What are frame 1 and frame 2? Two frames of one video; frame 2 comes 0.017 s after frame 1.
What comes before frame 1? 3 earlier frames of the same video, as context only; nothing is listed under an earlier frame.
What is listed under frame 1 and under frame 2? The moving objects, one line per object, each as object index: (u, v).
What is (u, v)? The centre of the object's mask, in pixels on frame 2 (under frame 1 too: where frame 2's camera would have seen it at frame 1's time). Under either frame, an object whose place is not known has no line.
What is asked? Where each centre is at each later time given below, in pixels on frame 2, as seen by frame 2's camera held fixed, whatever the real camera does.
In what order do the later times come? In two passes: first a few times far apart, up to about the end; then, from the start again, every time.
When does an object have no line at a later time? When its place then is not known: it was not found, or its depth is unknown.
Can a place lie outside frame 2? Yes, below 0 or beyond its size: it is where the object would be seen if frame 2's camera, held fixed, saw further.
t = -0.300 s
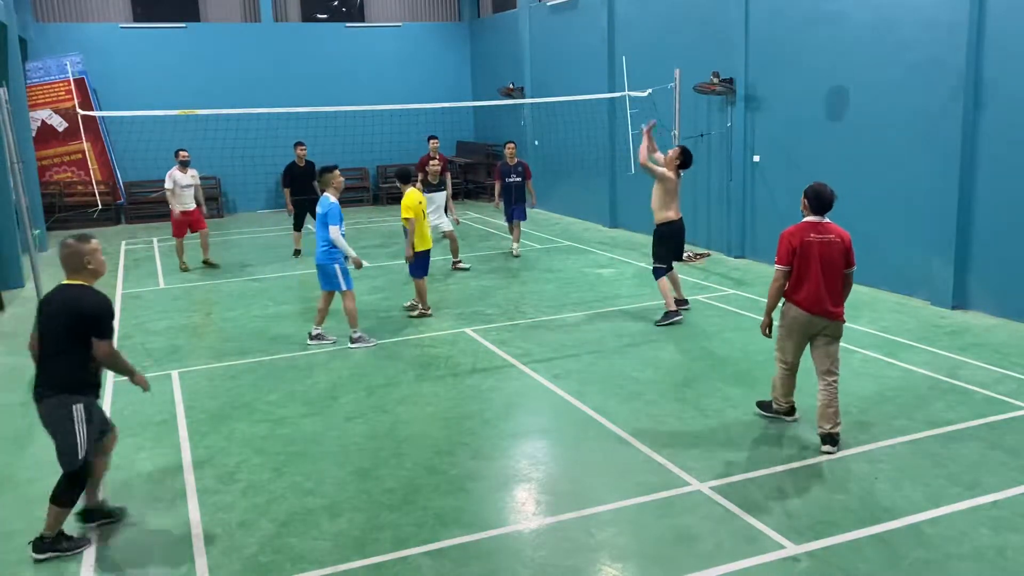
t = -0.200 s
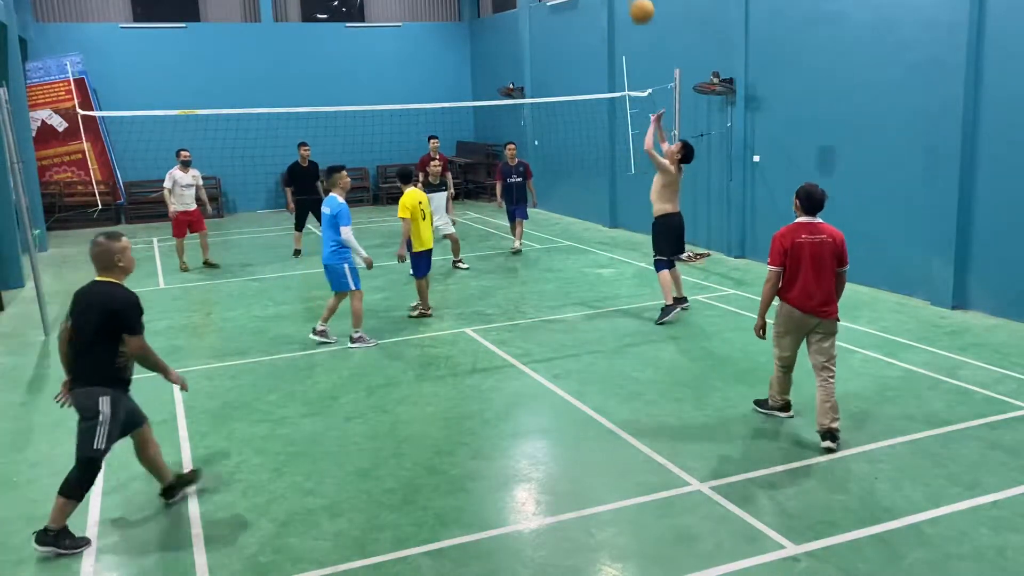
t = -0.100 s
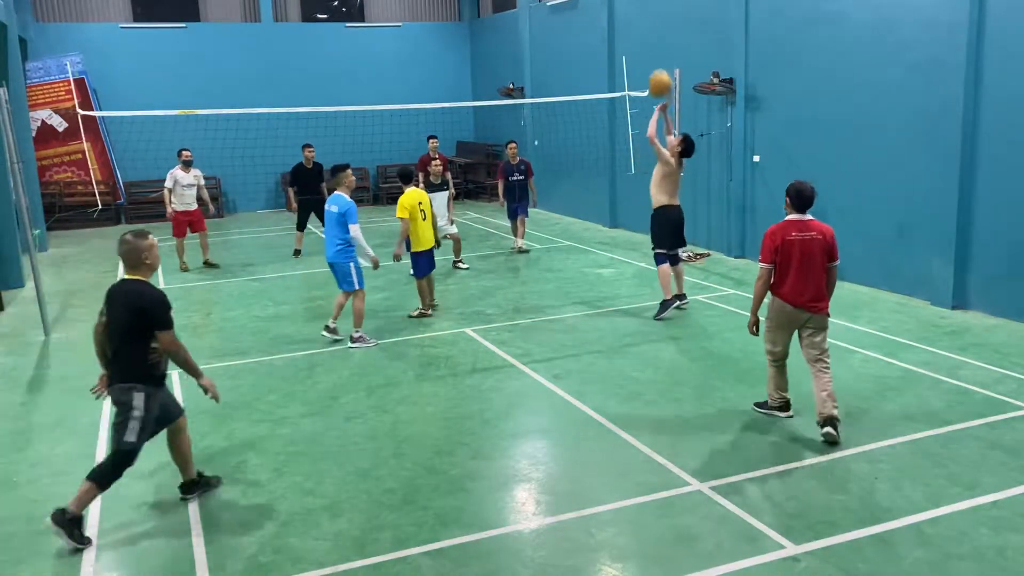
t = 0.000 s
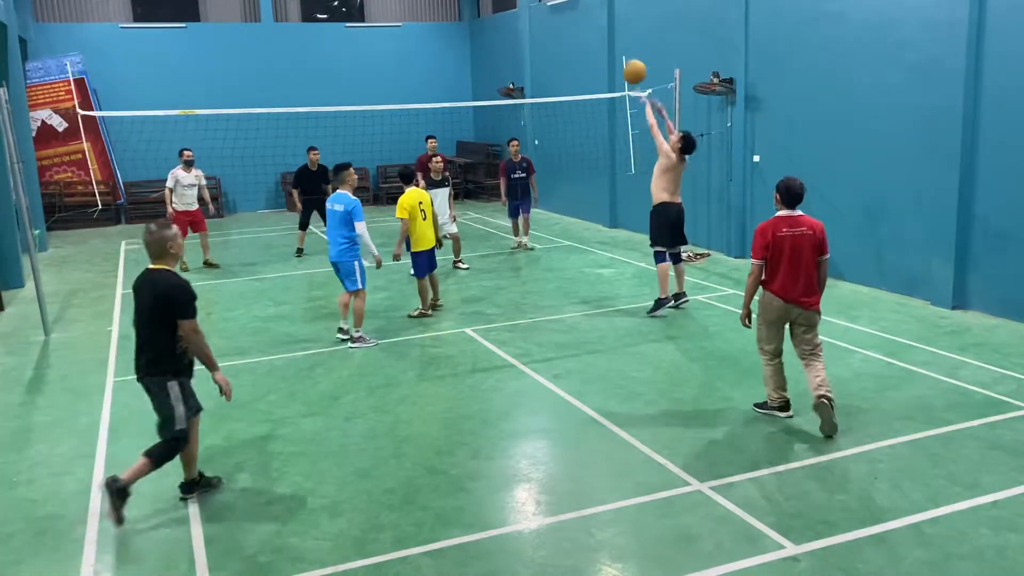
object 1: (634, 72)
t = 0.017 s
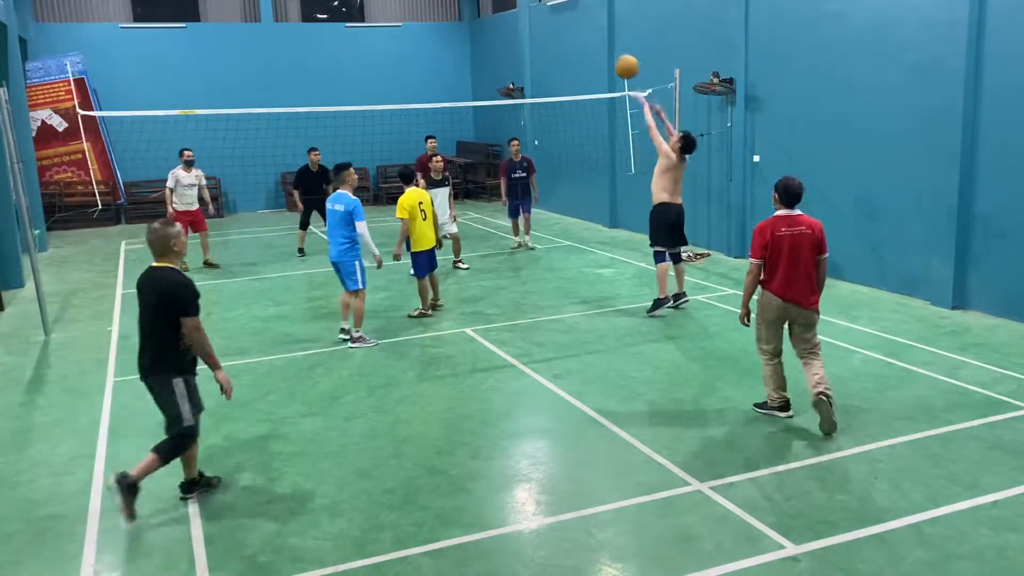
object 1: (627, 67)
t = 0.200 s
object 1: (554, 35)
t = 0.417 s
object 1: (483, 43)
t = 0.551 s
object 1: (450, 65)
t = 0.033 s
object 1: (619, 62)
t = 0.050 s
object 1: (612, 58)
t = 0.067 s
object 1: (605, 55)
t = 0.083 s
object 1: (597, 51)
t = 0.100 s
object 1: (592, 48)
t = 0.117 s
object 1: (585, 45)
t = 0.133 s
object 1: (578, 42)
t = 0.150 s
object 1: (572, 40)
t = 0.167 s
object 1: (565, 38)
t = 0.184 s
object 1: (559, 37)
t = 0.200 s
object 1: (554, 35)
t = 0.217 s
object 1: (547, 35)
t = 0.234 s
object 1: (541, 34)
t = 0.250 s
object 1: (535, 34)
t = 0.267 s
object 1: (530, 34)
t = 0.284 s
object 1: (523, 34)
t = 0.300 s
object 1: (519, 34)
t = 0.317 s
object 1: (513, 35)
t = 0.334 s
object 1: (508, 36)
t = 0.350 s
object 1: (503, 37)
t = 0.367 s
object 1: (498, 38)
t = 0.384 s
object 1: (492, 40)
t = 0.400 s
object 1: (488, 41)
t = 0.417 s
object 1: (483, 43)
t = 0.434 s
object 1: (478, 46)
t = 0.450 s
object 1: (475, 48)
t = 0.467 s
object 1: (470, 50)
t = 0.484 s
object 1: (465, 53)
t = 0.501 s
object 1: (462, 55)
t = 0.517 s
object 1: (457, 59)
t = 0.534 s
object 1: (453, 62)
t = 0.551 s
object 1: (450, 65)
